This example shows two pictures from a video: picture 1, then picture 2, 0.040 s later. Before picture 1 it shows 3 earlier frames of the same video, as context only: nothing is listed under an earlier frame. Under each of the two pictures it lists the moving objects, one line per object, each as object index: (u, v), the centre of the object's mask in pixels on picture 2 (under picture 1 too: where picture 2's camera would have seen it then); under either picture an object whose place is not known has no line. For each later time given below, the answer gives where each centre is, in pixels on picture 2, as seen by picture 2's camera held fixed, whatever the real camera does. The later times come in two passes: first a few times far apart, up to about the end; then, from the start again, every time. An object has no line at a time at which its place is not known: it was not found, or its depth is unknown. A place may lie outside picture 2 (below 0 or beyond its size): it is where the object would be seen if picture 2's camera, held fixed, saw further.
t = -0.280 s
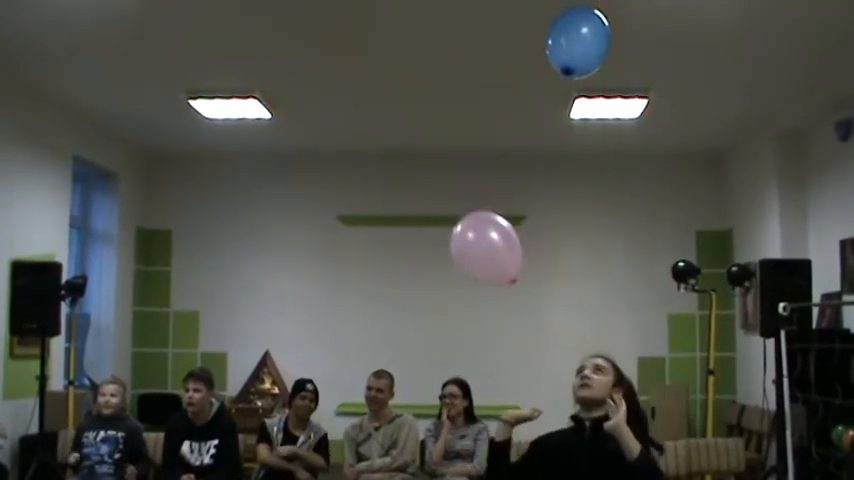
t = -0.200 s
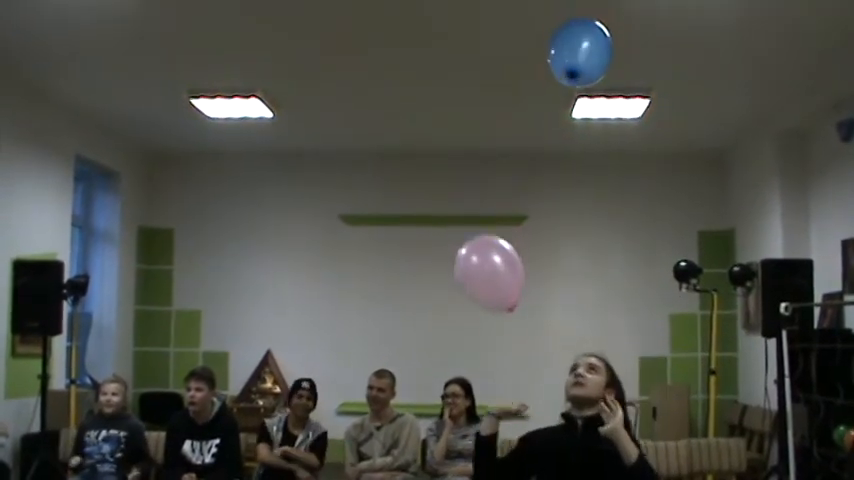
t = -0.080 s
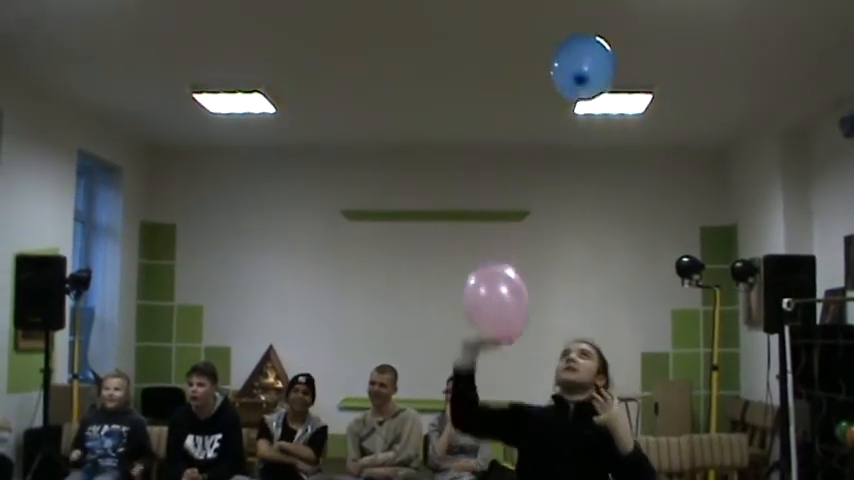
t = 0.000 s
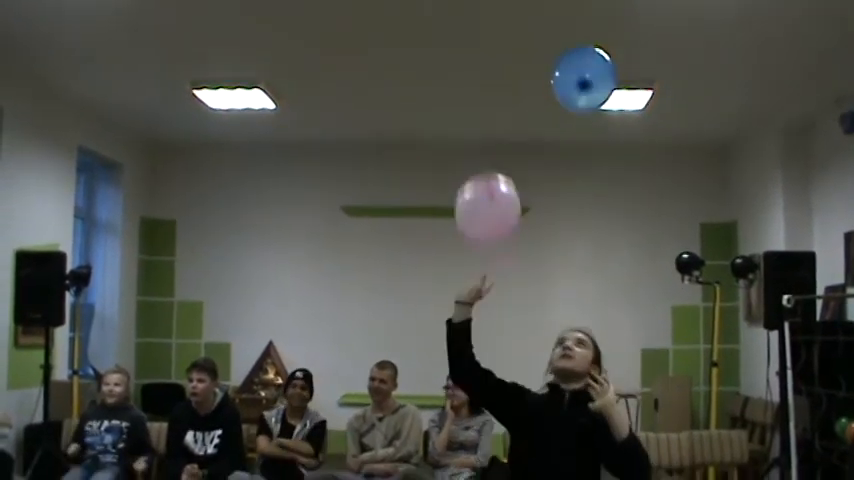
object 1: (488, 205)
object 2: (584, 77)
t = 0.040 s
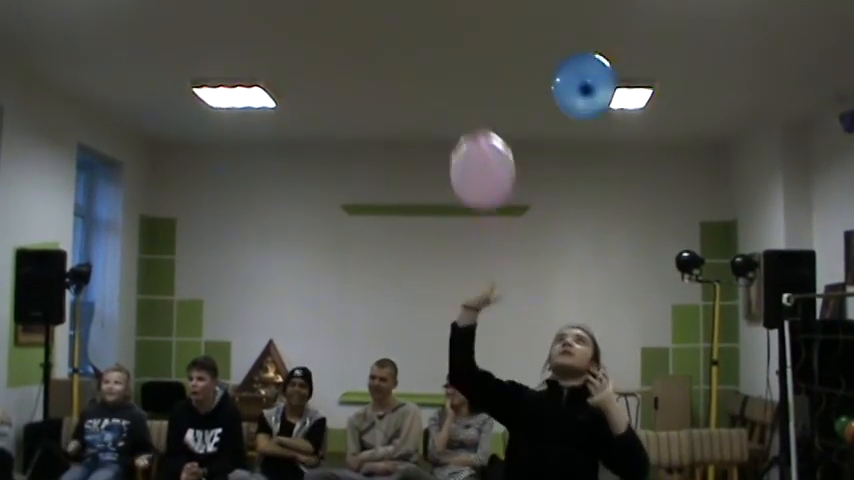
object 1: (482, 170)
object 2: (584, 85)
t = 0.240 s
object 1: (457, 53)
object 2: (586, 135)
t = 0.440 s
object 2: (588, 185)
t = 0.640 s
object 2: (594, 240)
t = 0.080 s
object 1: (477, 136)
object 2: (585, 95)
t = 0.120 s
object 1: (471, 108)
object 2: (585, 103)
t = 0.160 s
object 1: (465, 85)
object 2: (585, 114)
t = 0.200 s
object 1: (460, 67)
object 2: (585, 125)
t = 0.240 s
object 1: (457, 53)
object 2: (586, 135)
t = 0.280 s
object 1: (453, 42)
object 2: (586, 143)
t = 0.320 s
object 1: (450, 36)
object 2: (586, 153)
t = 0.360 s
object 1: (448, 33)
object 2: (588, 163)
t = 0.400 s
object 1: (446, 31)
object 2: (588, 174)
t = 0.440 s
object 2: (588, 185)
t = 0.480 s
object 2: (589, 196)
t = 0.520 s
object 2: (590, 207)
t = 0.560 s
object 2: (591, 218)
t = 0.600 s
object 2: (592, 229)
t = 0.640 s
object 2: (594, 240)
